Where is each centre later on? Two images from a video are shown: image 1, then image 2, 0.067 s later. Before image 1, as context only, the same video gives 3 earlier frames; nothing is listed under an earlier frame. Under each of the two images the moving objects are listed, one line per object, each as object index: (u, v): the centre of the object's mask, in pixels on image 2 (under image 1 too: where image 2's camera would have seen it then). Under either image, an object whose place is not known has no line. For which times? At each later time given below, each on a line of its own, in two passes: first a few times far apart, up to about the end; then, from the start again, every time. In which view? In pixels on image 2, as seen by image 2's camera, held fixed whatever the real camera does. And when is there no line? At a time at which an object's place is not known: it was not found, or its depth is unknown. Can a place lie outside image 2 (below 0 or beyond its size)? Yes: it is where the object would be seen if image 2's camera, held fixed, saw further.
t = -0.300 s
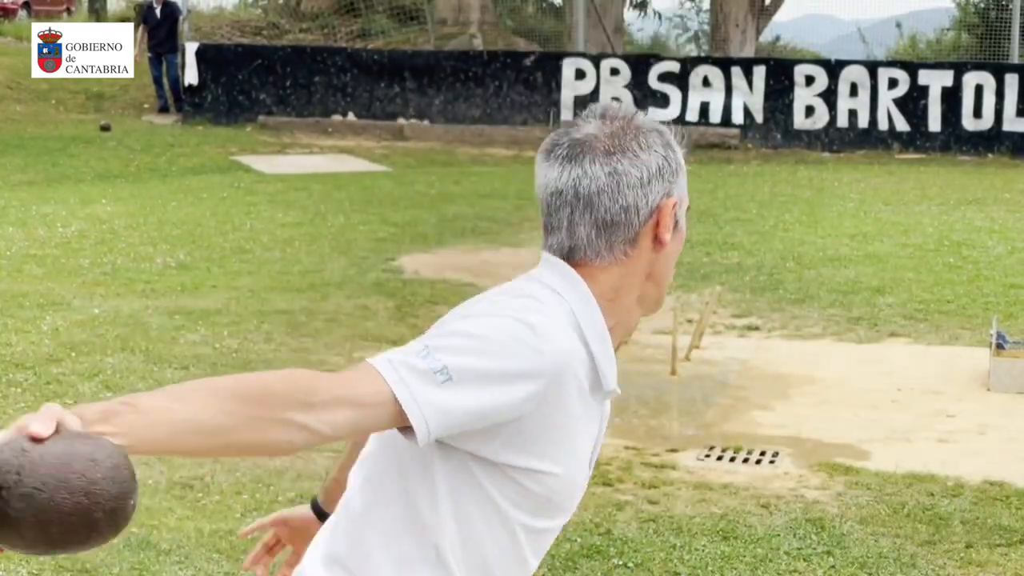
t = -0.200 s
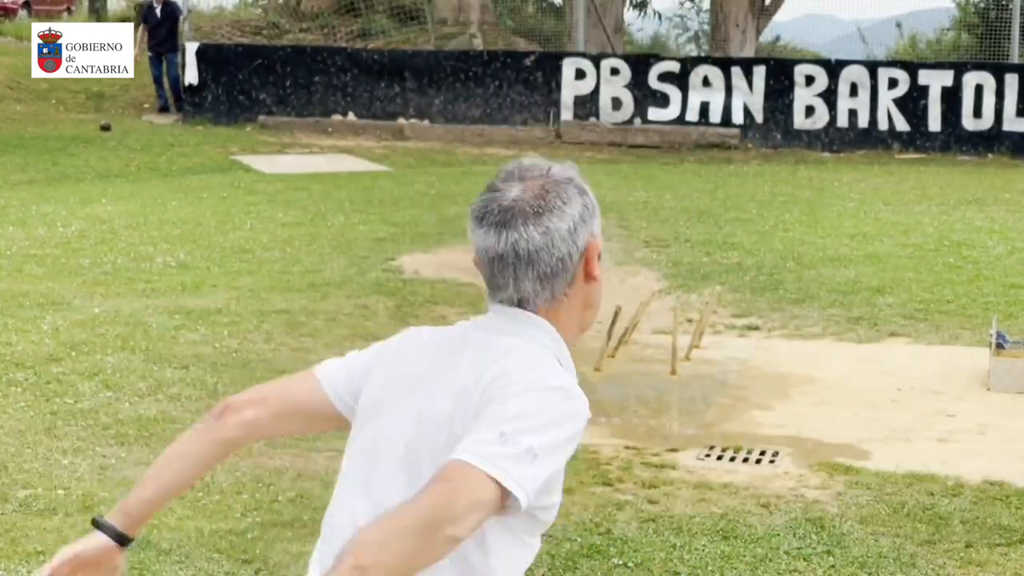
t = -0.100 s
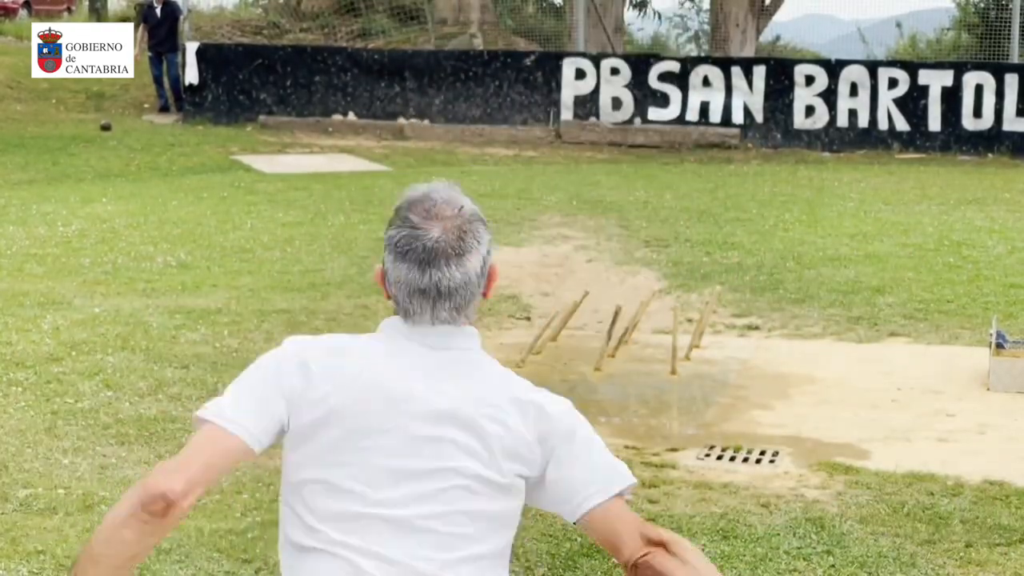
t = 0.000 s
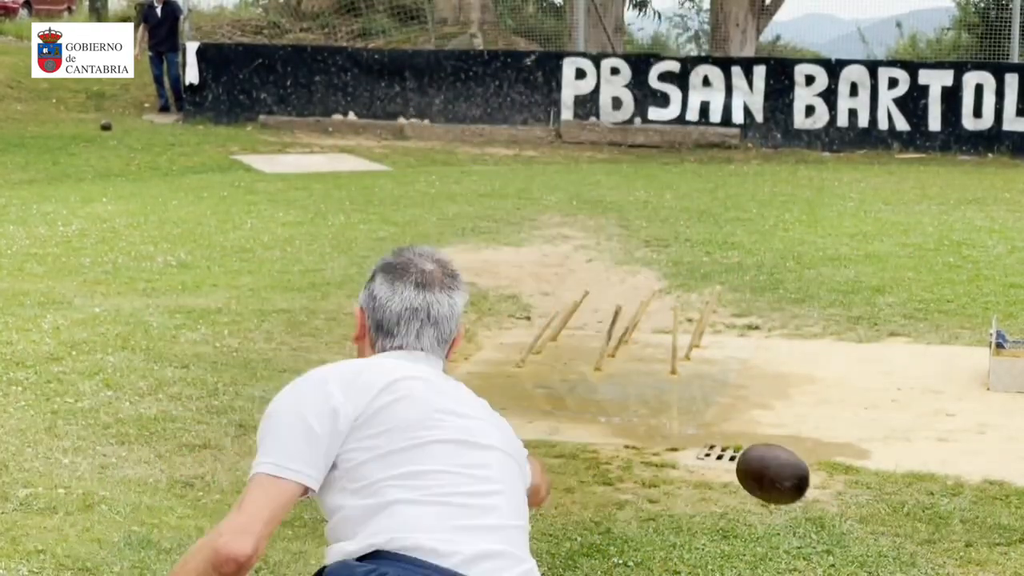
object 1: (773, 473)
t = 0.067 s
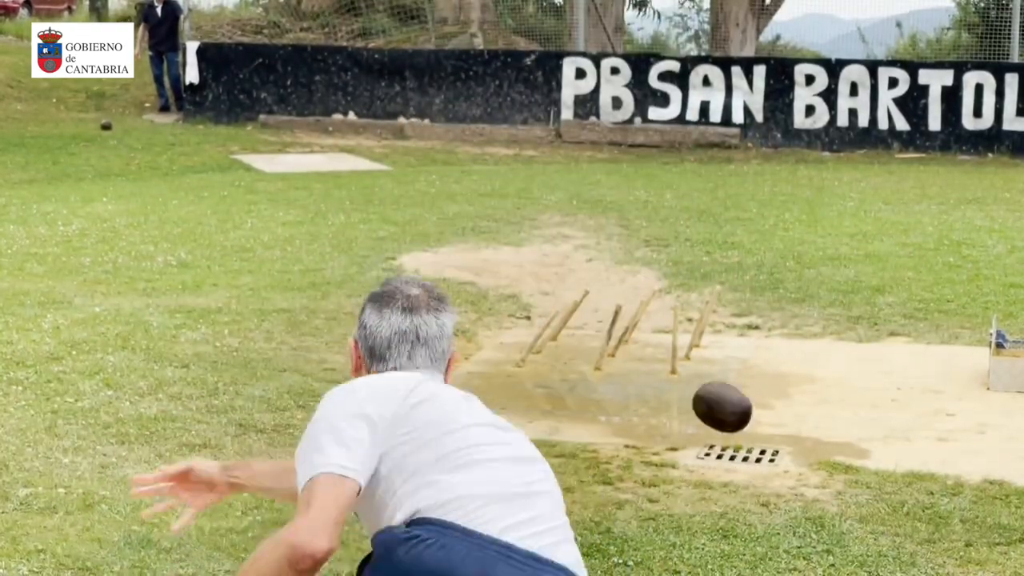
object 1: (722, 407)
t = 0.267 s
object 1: (645, 363)
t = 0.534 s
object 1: (596, 218)
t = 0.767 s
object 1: (570, 198)
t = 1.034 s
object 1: (559, 166)
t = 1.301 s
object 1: (555, 169)
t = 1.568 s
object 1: (565, 141)
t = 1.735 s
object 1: (571, 157)
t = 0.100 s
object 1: (703, 388)
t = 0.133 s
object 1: (688, 374)
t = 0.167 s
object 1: (674, 366)
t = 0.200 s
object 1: (663, 362)
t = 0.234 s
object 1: (653, 361)
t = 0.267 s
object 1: (645, 363)
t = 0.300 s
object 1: (637, 364)
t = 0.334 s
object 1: (631, 330)
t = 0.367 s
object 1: (626, 302)
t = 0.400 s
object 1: (618, 279)
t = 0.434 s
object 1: (613, 258)
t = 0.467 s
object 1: (607, 241)
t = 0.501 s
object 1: (601, 228)
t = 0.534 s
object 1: (596, 218)
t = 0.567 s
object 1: (592, 209)
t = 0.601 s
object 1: (588, 202)
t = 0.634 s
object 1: (584, 198)
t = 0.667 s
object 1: (579, 197)
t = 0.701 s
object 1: (577, 196)
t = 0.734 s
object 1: (573, 197)
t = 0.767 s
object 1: (570, 198)
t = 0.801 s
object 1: (567, 203)
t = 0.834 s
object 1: (565, 208)
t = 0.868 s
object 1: (564, 198)
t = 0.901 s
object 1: (562, 188)
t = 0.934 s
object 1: (562, 180)
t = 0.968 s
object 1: (561, 174)
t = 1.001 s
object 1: (560, 169)
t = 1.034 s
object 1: (559, 166)
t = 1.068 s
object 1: (558, 164)
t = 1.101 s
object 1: (558, 164)
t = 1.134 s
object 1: (557, 164)
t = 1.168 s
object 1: (556, 166)
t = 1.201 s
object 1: (555, 169)
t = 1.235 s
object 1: (555, 172)
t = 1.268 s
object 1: (554, 176)
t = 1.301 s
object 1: (555, 169)
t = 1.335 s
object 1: (557, 161)
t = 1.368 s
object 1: (558, 155)
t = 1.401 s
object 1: (559, 150)
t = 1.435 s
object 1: (560, 146)
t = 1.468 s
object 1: (561, 144)
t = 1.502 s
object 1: (562, 141)
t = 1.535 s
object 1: (562, 141)
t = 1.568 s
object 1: (565, 141)
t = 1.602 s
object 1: (565, 143)
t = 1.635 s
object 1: (567, 145)
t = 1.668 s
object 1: (568, 147)
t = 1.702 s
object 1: (569, 153)
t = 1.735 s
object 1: (571, 157)
